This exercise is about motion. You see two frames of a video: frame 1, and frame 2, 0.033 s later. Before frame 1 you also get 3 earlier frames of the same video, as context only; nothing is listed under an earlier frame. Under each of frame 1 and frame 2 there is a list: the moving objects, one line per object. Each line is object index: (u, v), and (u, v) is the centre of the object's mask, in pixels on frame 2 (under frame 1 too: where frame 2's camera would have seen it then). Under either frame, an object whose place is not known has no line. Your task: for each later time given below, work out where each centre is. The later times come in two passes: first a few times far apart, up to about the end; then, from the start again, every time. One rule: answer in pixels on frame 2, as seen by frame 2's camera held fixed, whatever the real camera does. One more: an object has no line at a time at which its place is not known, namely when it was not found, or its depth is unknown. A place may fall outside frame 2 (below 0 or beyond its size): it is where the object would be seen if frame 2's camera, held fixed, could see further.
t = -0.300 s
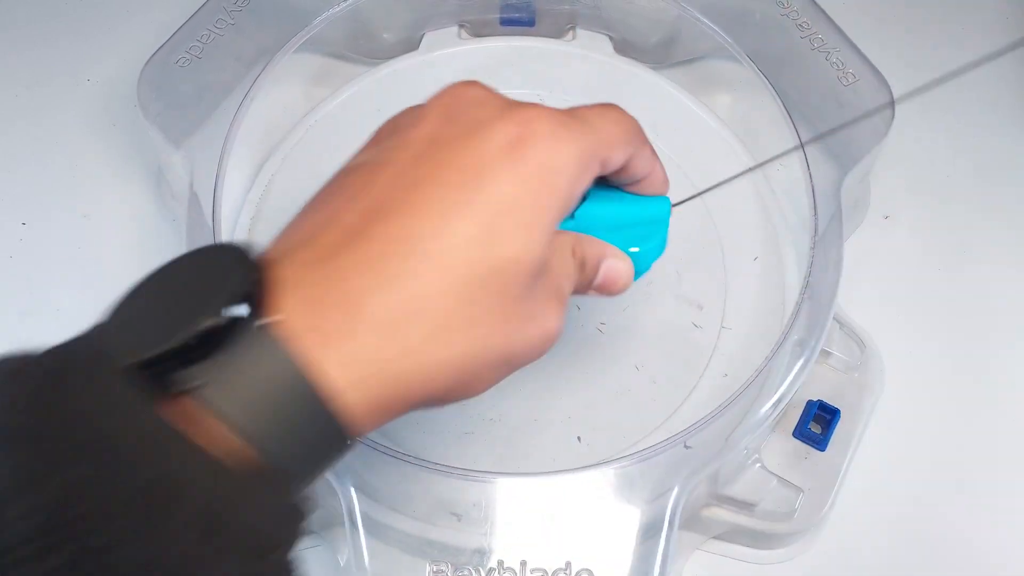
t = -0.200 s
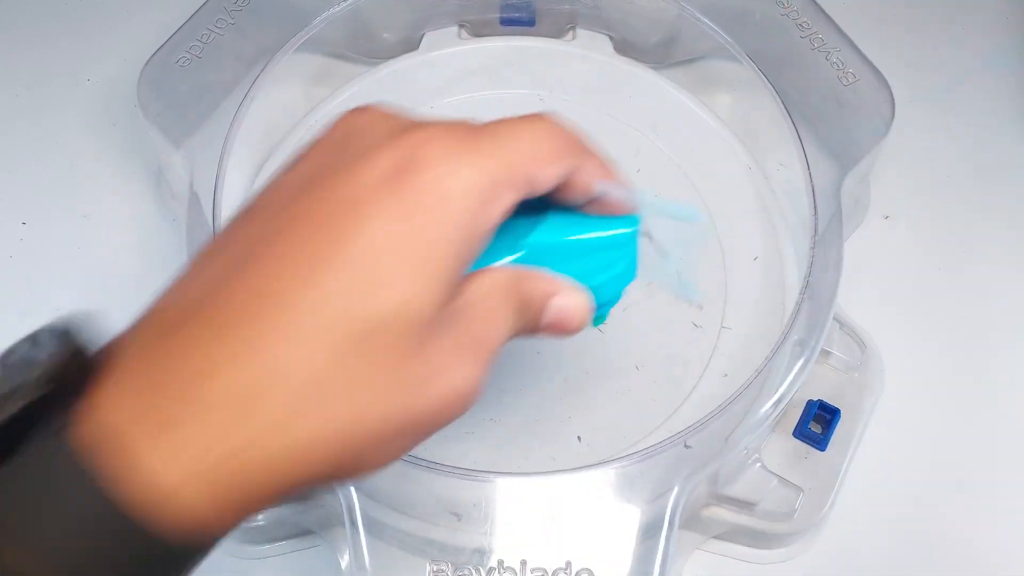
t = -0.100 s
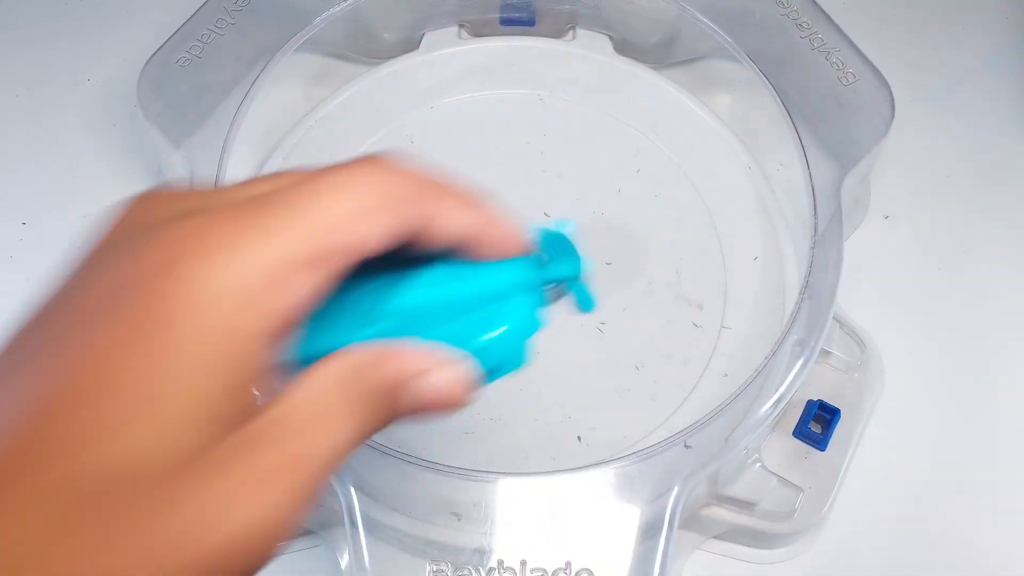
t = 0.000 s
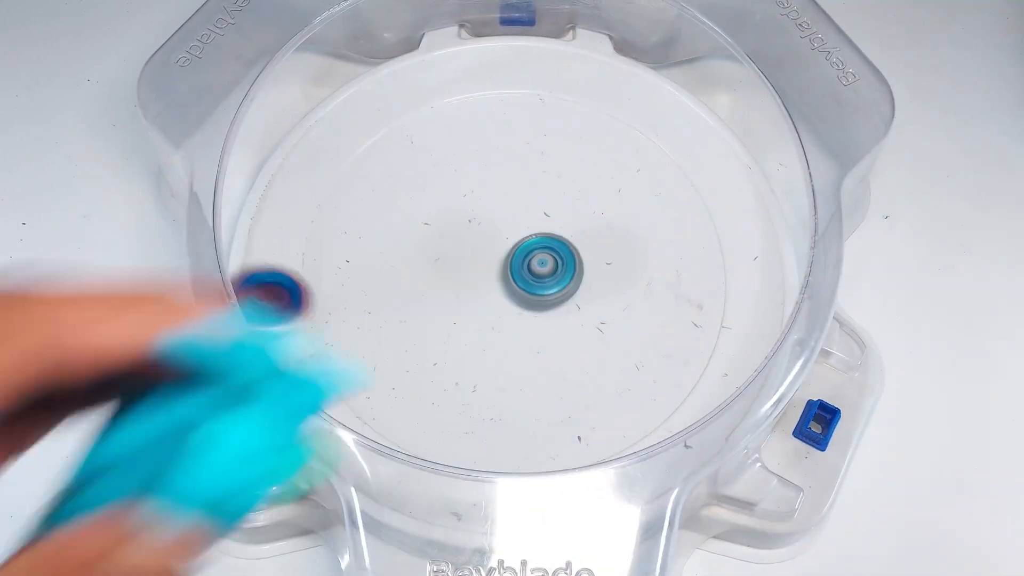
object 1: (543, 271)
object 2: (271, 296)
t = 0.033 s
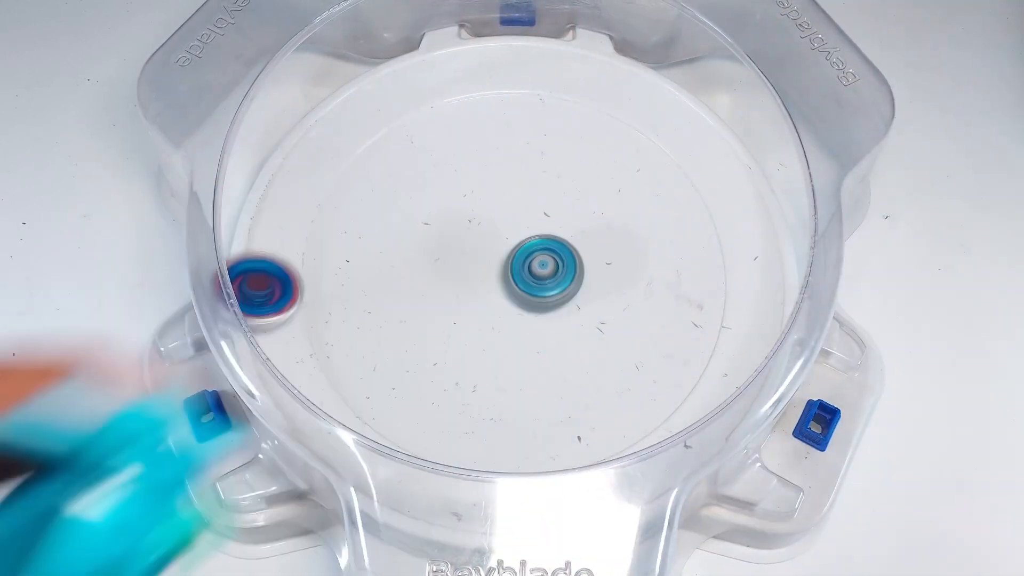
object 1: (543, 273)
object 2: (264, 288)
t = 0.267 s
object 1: (545, 287)
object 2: (272, 233)
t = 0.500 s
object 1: (544, 298)
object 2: (280, 200)
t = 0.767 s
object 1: (536, 306)
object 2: (315, 179)
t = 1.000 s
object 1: (527, 311)
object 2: (457, 218)
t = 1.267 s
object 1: (510, 309)
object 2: (486, 105)
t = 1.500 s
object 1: (497, 302)
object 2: (454, 205)
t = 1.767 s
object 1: (498, 360)
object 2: (562, 97)
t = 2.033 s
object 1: (522, 329)
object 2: (479, 188)
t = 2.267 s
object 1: (495, 455)
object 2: (613, 107)
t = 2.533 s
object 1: (533, 430)
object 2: (513, 166)
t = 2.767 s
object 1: (544, 348)
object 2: (667, 285)
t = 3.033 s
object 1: (511, 310)
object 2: (625, 179)
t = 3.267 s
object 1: (456, 299)
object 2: (604, 283)
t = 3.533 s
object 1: (455, 284)
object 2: (659, 228)
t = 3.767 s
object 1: (443, 269)
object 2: (540, 296)
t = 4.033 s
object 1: (457, 263)
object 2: (678, 357)
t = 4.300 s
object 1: (465, 246)
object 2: (548, 274)
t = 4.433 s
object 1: (469, 242)
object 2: (523, 339)
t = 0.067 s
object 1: (543, 275)
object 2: (268, 284)
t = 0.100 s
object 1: (544, 277)
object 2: (268, 275)
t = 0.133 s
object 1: (544, 279)
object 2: (267, 265)
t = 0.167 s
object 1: (545, 281)
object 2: (261, 251)
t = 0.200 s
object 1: (545, 283)
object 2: (261, 242)
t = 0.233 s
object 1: (545, 285)
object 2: (268, 239)
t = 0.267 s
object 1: (545, 287)
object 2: (272, 233)
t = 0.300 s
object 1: (545, 289)
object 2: (273, 223)
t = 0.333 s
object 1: (545, 290)
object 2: (270, 213)
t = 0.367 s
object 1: (545, 292)
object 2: (262, 205)
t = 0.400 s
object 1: (546, 294)
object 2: (264, 203)
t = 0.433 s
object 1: (545, 295)
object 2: (273, 207)
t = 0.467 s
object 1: (545, 296)
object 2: (278, 205)
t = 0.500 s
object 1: (544, 298)
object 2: (280, 200)
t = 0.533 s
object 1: (544, 298)
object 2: (280, 195)
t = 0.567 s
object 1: (543, 300)
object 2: (280, 191)
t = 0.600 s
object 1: (542, 301)
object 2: (280, 187)
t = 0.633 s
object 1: (541, 302)
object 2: (281, 183)
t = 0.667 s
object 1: (540, 303)
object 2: (287, 180)
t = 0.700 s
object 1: (538, 304)
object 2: (296, 178)
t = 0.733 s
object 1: (537, 305)
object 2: (305, 179)
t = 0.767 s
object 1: (536, 306)
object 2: (315, 179)
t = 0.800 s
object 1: (535, 307)
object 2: (327, 181)
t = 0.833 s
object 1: (533, 308)
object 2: (340, 189)
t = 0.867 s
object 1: (532, 309)
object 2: (358, 200)
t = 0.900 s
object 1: (530, 310)
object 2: (379, 213)
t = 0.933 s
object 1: (529, 310)
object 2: (402, 221)
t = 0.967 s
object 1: (528, 310)
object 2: (428, 223)
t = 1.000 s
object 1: (527, 311)
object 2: (457, 218)
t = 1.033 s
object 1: (526, 311)
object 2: (483, 208)
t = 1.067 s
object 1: (524, 311)
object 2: (504, 193)
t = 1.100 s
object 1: (522, 311)
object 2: (521, 172)
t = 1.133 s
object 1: (520, 311)
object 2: (529, 148)
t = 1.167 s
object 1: (517, 310)
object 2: (533, 122)
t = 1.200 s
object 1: (515, 310)
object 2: (528, 97)
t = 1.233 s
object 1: (512, 310)
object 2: (511, 89)
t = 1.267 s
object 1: (510, 309)
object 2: (486, 105)
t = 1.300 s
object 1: (509, 309)
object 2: (465, 116)
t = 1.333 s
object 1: (507, 307)
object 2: (447, 125)
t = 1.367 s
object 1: (505, 306)
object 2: (436, 133)
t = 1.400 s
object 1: (502, 306)
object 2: (429, 147)
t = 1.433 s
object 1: (501, 304)
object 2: (431, 166)
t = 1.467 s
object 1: (499, 304)
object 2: (440, 187)
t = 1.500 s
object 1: (497, 302)
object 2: (454, 205)
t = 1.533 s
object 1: (496, 301)
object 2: (474, 218)
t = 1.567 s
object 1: (493, 307)
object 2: (499, 219)
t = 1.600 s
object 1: (489, 332)
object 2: (530, 189)
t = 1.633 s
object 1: (488, 349)
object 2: (555, 164)
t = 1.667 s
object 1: (487, 358)
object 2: (574, 138)
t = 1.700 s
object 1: (489, 361)
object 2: (585, 114)
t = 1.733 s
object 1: (493, 362)
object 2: (581, 96)
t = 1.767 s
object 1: (498, 360)
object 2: (562, 97)
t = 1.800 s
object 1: (504, 358)
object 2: (542, 100)
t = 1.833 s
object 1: (509, 354)
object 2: (523, 98)
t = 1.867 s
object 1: (513, 352)
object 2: (504, 96)
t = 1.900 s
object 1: (516, 347)
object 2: (488, 99)
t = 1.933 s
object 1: (518, 343)
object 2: (478, 111)
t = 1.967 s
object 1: (520, 338)
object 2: (472, 131)
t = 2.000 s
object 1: (521, 333)
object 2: (471, 157)
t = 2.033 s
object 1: (522, 329)
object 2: (479, 188)
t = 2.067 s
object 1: (522, 324)
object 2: (495, 217)
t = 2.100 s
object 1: (522, 319)
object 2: (518, 239)
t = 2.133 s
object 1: (513, 371)
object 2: (543, 207)
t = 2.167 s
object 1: (504, 418)
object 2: (565, 171)
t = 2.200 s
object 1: (498, 444)
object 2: (587, 142)
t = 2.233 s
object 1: (496, 449)
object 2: (607, 120)
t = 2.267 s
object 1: (495, 455)
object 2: (613, 107)
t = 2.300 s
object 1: (496, 457)
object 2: (601, 102)
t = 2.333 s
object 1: (501, 456)
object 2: (585, 108)
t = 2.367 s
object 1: (506, 455)
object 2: (573, 102)
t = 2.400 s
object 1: (511, 453)
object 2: (558, 104)
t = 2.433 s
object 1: (515, 450)
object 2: (544, 107)
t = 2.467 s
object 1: (520, 447)
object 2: (530, 120)
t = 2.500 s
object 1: (526, 441)
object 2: (518, 140)
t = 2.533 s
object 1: (533, 430)
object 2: (513, 166)
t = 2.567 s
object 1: (539, 413)
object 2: (516, 196)
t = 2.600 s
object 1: (543, 397)
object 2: (526, 223)
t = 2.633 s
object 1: (546, 384)
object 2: (544, 246)
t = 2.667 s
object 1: (547, 373)
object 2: (568, 266)
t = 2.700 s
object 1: (547, 364)
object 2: (601, 281)
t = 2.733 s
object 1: (546, 355)
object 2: (634, 287)
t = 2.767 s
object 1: (544, 348)
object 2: (667, 285)
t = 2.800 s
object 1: (542, 342)
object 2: (699, 274)
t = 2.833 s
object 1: (538, 335)
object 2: (720, 257)
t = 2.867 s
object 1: (533, 329)
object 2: (700, 236)
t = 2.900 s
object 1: (530, 324)
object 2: (683, 215)
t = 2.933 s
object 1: (526, 320)
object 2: (669, 197)
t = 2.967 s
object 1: (522, 317)
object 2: (655, 185)
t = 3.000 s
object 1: (517, 314)
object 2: (639, 179)
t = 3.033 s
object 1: (511, 310)
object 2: (625, 179)
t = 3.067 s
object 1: (506, 307)
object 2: (607, 186)
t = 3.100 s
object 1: (501, 303)
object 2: (590, 198)
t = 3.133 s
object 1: (497, 300)
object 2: (572, 214)
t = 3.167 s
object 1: (493, 297)
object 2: (557, 236)
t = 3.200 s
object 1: (480, 301)
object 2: (559, 253)
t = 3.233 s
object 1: (460, 302)
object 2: (587, 276)
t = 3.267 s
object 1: (456, 299)
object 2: (604, 283)
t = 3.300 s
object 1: (454, 296)
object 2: (620, 287)
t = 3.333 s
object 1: (452, 294)
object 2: (636, 287)
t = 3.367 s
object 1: (452, 292)
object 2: (652, 283)
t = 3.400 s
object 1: (453, 290)
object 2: (667, 276)
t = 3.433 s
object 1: (454, 288)
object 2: (675, 265)
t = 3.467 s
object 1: (454, 287)
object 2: (676, 252)
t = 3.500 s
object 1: (455, 285)
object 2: (671, 239)
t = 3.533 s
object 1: (455, 284)
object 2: (659, 228)
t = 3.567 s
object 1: (455, 282)
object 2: (640, 223)
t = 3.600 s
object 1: (455, 281)
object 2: (618, 223)
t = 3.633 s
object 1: (455, 279)
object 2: (596, 227)
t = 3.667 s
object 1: (456, 277)
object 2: (570, 238)
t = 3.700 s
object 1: (456, 274)
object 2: (549, 254)
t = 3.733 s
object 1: (451, 272)
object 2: (538, 274)
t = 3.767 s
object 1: (443, 269)
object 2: (540, 296)
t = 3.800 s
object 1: (441, 267)
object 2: (545, 322)
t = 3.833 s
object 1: (442, 264)
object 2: (555, 347)
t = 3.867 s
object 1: (444, 263)
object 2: (570, 367)
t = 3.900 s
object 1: (447, 263)
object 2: (590, 381)
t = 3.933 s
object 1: (449, 263)
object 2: (613, 387)
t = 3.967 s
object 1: (452, 264)
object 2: (637, 385)
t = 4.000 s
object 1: (455, 263)
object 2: (659, 376)
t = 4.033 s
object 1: (457, 263)
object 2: (678, 357)
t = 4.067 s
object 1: (459, 262)
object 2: (681, 339)
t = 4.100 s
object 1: (461, 261)
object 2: (676, 317)
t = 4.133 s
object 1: (464, 260)
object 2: (663, 298)
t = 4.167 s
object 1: (467, 258)
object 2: (639, 282)
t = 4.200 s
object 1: (470, 257)
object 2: (610, 270)
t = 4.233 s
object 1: (474, 255)
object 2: (576, 264)
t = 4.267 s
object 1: (473, 251)
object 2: (555, 266)
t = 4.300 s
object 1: (465, 246)
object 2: (548, 274)
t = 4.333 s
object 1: (463, 243)
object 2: (538, 287)
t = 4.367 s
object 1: (464, 243)
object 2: (528, 303)
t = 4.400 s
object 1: (466, 242)
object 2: (522, 322)
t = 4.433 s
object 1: (469, 242)
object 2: (523, 339)
